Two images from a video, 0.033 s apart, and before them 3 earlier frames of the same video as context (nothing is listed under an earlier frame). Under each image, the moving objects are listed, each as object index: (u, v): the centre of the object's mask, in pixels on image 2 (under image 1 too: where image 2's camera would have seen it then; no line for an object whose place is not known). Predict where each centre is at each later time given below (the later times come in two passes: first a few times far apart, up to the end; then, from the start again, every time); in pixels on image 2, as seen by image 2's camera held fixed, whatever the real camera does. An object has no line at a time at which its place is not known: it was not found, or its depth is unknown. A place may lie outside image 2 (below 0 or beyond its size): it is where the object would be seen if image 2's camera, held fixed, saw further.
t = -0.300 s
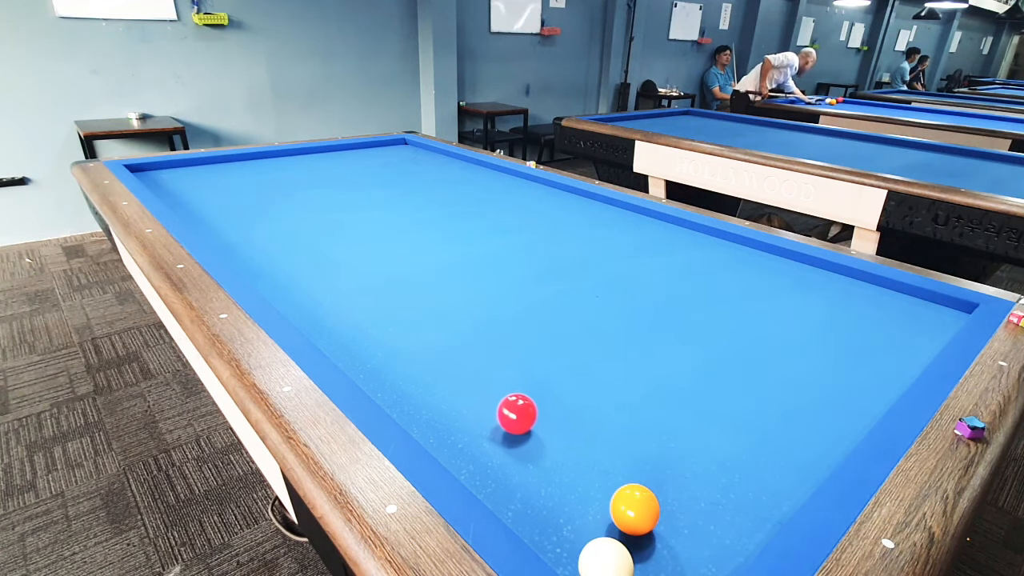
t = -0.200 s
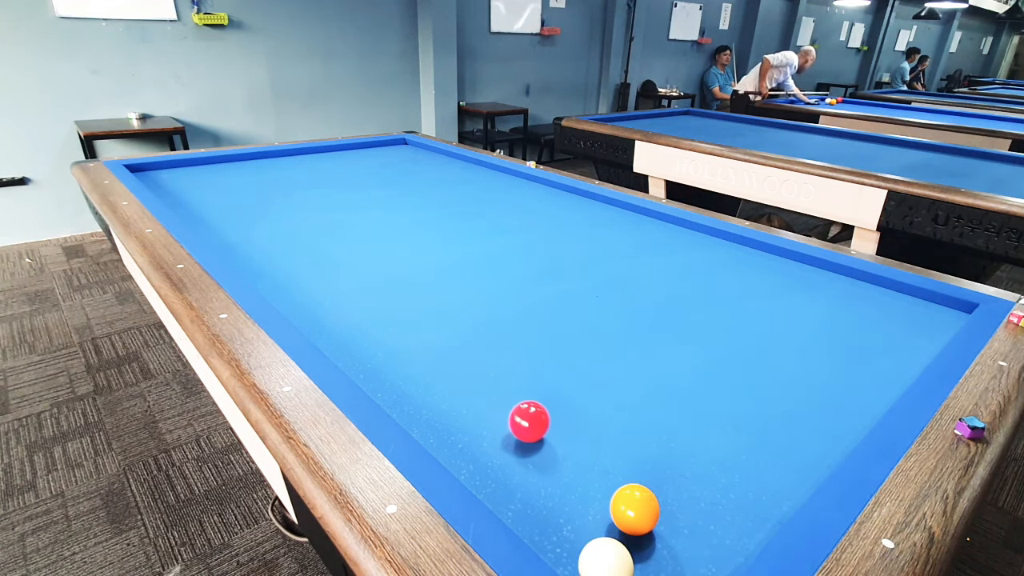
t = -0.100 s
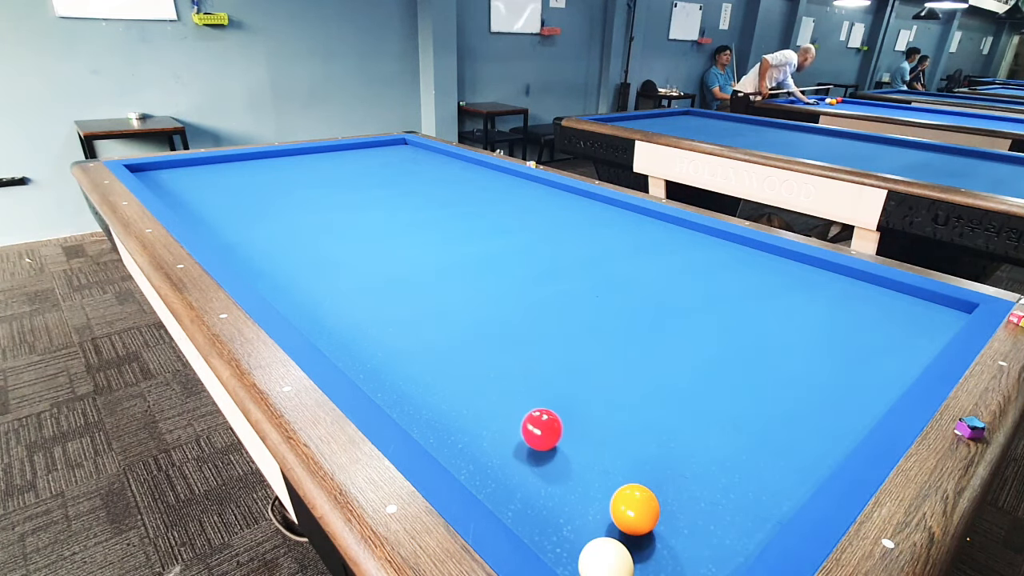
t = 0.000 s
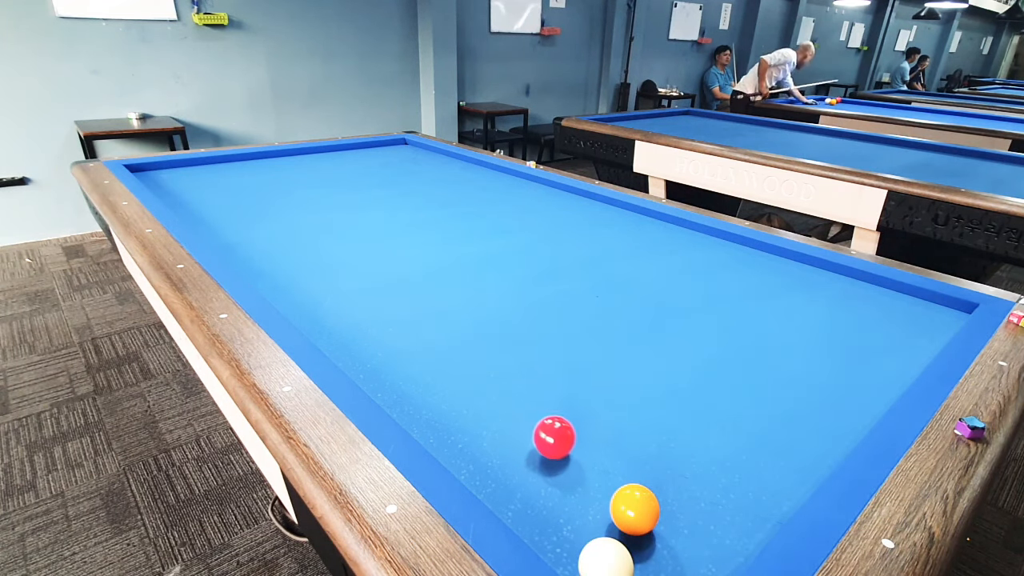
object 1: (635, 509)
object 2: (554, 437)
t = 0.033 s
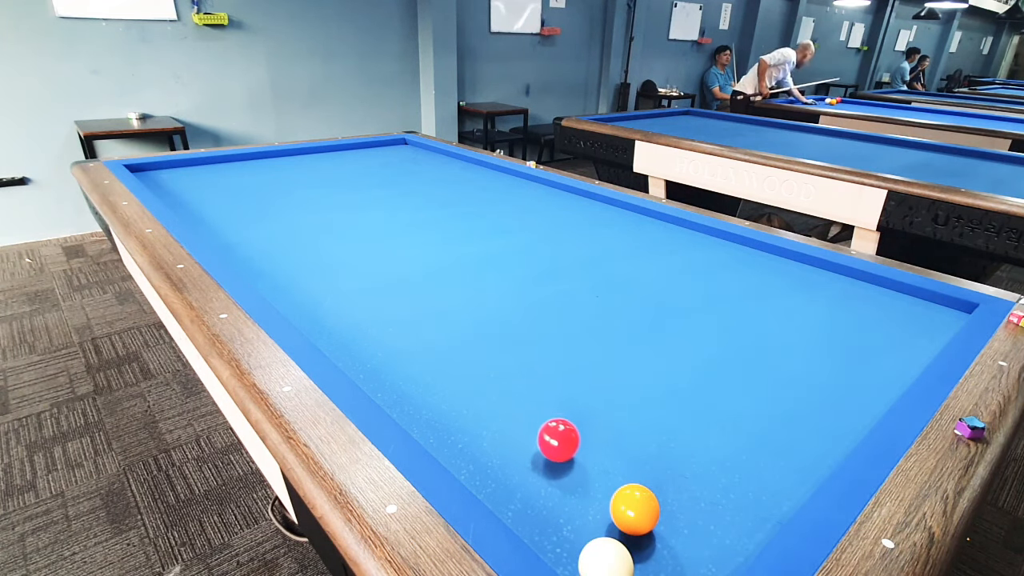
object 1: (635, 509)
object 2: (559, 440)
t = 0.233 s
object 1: (635, 509)
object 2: (584, 457)
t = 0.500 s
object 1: (638, 514)
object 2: (616, 474)
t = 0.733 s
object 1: (649, 532)
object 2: (636, 479)
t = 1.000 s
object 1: (663, 551)
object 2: (654, 481)
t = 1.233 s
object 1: (673, 560)
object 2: (669, 484)
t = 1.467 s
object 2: (682, 486)
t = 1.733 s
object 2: (694, 488)
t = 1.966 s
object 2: (703, 489)
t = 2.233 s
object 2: (710, 491)
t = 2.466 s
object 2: (715, 492)
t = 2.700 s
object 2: (717, 493)
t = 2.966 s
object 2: (718, 494)
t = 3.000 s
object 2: (718, 494)
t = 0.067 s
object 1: (635, 509)
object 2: (563, 443)
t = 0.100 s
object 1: (635, 509)
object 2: (567, 445)
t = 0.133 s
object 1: (635, 509)
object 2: (571, 448)
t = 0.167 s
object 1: (635, 509)
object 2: (575, 451)
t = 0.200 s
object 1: (635, 509)
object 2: (580, 454)
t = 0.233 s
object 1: (635, 509)
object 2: (584, 457)
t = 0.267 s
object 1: (635, 509)
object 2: (589, 460)
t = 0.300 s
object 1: (635, 509)
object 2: (593, 462)
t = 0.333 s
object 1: (635, 509)
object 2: (597, 465)
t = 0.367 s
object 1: (635, 509)
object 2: (602, 468)
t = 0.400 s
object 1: (635, 509)
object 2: (606, 471)
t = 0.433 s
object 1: (635, 509)
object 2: (610, 472)
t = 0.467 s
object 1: (636, 511)
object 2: (613, 473)
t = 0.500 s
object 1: (638, 514)
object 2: (616, 474)
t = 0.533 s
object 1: (639, 517)
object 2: (619, 475)
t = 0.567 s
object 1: (641, 519)
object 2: (622, 476)
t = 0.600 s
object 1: (643, 522)
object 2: (625, 476)
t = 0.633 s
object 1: (644, 524)
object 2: (628, 477)
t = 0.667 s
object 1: (646, 527)
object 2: (630, 478)
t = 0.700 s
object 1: (648, 529)
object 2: (633, 478)
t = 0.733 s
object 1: (649, 532)
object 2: (636, 479)
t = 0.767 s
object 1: (651, 535)
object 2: (638, 479)
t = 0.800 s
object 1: (653, 537)
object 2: (641, 479)
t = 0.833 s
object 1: (655, 540)
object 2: (643, 479)
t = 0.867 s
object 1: (656, 542)
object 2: (645, 480)
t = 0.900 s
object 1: (658, 545)
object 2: (648, 480)
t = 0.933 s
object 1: (660, 547)
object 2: (650, 481)
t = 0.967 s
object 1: (661, 549)
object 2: (652, 481)
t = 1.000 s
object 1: (663, 551)
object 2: (654, 481)
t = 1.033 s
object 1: (664, 552)
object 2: (657, 482)
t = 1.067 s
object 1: (666, 554)
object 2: (659, 482)
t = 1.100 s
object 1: (667, 555)
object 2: (661, 483)
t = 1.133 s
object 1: (669, 556)
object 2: (663, 483)
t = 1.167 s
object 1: (670, 558)
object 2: (665, 483)
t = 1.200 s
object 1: (672, 559)
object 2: (667, 484)
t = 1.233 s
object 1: (673, 560)
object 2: (669, 484)
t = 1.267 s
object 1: (675, 561)
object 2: (671, 484)
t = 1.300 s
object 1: (676, 562)
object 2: (673, 485)
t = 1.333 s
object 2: (675, 485)
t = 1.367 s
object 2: (677, 485)
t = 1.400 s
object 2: (678, 485)
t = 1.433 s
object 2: (680, 486)
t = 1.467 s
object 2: (682, 486)
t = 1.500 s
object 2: (684, 486)
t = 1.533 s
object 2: (685, 486)
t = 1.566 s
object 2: (687, 487)
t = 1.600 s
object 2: (688, 487)
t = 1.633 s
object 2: (690, 487)
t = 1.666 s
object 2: (691, 487)
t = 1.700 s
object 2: (693, 488)
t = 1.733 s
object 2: (694, 488)
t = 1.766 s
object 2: (695, 488)
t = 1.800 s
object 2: (697, 488)
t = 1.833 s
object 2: (698, 488)
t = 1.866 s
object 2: (699, 489)
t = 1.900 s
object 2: (701, 489)
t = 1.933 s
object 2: (702, 489)
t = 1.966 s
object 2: (703, 489)
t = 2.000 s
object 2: (704, 489)
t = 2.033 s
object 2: (705, 490)
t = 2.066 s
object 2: (706, 490)
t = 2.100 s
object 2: (707, 490)
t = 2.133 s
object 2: (708, 490)
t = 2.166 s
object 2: (708, 490)
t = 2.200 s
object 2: (709, 491)
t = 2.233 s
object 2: (710, 491)
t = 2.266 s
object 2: (711, 491)
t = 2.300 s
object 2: (712, 491)
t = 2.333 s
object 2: (713, 491)
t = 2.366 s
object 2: (713, 492)
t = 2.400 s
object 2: (714, 492)
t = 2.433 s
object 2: (715, 492)
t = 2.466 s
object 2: (715, 492)
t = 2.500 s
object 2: (715, 492)
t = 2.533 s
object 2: (716, 493)
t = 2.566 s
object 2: (716, 493)
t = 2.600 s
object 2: (717, 493)
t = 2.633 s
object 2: (717, 493)
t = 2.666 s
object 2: (717, 493)
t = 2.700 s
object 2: (717, 493)
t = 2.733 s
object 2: (717, 493)
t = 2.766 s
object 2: (717, 493)
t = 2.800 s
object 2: (718, 493)
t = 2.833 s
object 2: (718, 494)
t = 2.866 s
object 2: (718, 494)
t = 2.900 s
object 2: (718, 494)
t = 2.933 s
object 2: (718, 494)
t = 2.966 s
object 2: (718, 494)
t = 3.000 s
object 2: (718, 494)
